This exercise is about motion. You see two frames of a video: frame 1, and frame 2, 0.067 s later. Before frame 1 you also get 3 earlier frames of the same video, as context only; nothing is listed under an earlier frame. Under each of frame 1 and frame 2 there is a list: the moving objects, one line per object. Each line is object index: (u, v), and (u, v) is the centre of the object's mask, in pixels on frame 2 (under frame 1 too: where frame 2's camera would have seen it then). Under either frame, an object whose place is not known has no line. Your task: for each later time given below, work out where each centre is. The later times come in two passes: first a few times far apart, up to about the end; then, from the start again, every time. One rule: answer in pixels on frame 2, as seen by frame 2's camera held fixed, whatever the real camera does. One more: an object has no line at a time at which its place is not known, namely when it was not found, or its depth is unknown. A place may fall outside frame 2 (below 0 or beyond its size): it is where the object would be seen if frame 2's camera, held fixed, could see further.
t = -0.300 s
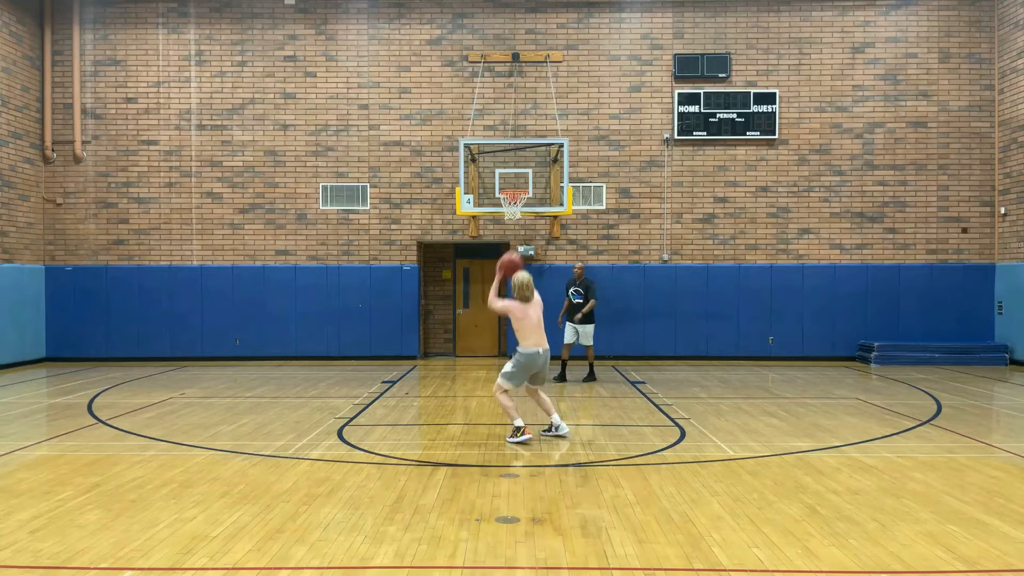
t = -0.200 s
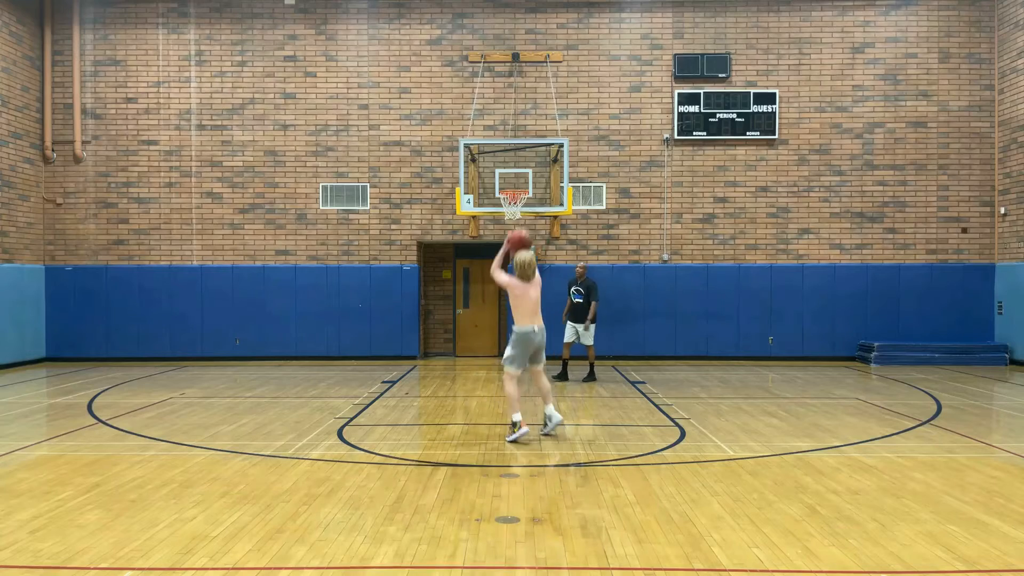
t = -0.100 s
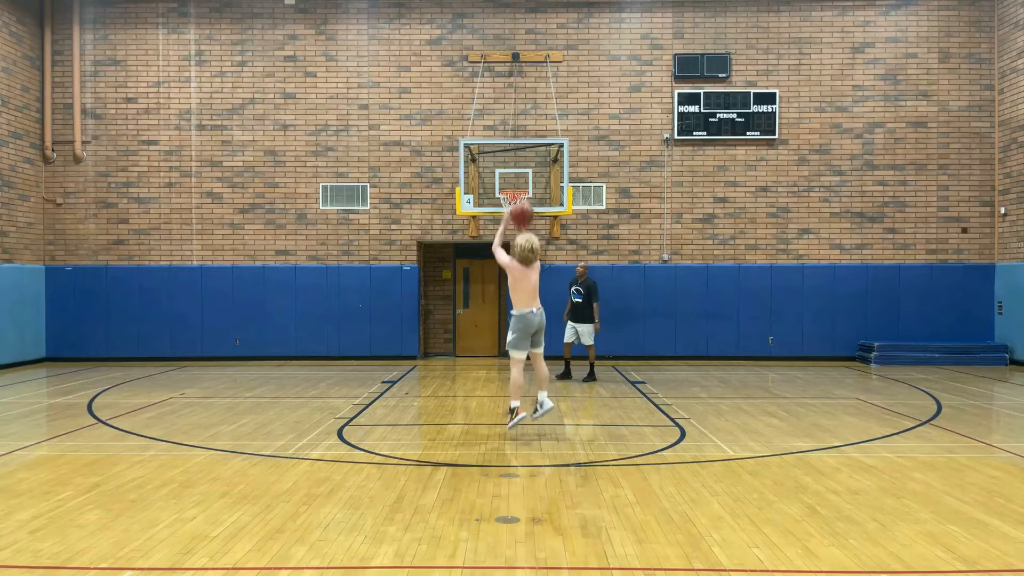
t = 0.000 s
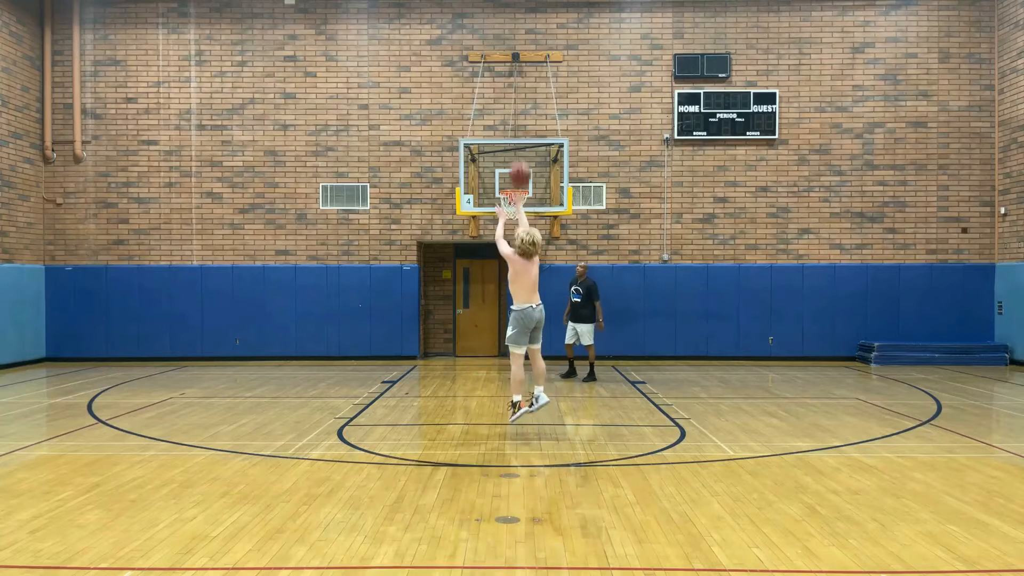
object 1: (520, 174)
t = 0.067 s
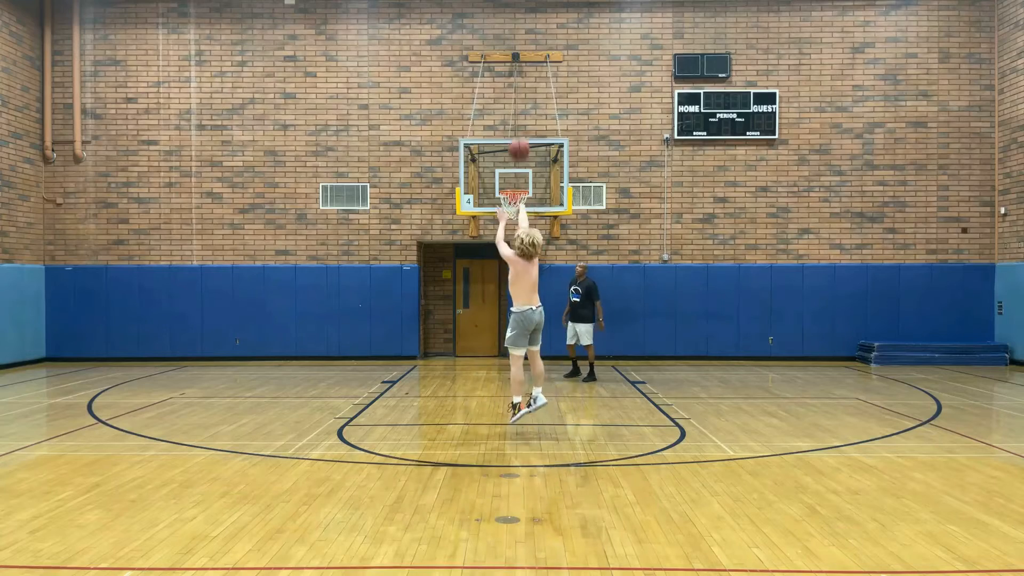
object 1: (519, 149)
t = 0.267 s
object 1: (515, 108)
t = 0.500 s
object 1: (511, 106)
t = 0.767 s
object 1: (506, 148)
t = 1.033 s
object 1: (513, 184)
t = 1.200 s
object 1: (535, 177)
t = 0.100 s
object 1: (518, 139)
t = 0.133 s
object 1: (518, 131)
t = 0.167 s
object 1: (518, 124)
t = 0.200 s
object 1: (517, 117)
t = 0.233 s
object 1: (516, 112)
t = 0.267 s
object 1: (515, 108)
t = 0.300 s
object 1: (515, 105)
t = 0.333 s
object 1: (514, 103)
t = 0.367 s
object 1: (514, 102)
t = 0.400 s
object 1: (513, 102)
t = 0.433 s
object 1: (512, 103)
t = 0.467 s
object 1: (512, 104)
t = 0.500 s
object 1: (511, 106)
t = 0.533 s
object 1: (511, 110)
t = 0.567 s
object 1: (511, 113)
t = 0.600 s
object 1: (510, 118)
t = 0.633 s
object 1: (509, 123)
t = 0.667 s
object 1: (509, 128)
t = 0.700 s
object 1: (508, 135)
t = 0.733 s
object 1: (508, 141)
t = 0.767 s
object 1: (506, 148)
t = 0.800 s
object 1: (506, 155)
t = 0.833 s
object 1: (506, 162)
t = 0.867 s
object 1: (506, 172)
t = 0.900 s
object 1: (505, 182)
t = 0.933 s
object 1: (505, 183)
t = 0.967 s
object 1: (506, 184)
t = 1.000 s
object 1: (508, 185)
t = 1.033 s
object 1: (513, 184)
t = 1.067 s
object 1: (517, 182)
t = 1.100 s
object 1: (522, 180)
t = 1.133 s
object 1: (526, 179)
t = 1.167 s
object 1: (531, 178)
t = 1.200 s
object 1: (535, 177)
